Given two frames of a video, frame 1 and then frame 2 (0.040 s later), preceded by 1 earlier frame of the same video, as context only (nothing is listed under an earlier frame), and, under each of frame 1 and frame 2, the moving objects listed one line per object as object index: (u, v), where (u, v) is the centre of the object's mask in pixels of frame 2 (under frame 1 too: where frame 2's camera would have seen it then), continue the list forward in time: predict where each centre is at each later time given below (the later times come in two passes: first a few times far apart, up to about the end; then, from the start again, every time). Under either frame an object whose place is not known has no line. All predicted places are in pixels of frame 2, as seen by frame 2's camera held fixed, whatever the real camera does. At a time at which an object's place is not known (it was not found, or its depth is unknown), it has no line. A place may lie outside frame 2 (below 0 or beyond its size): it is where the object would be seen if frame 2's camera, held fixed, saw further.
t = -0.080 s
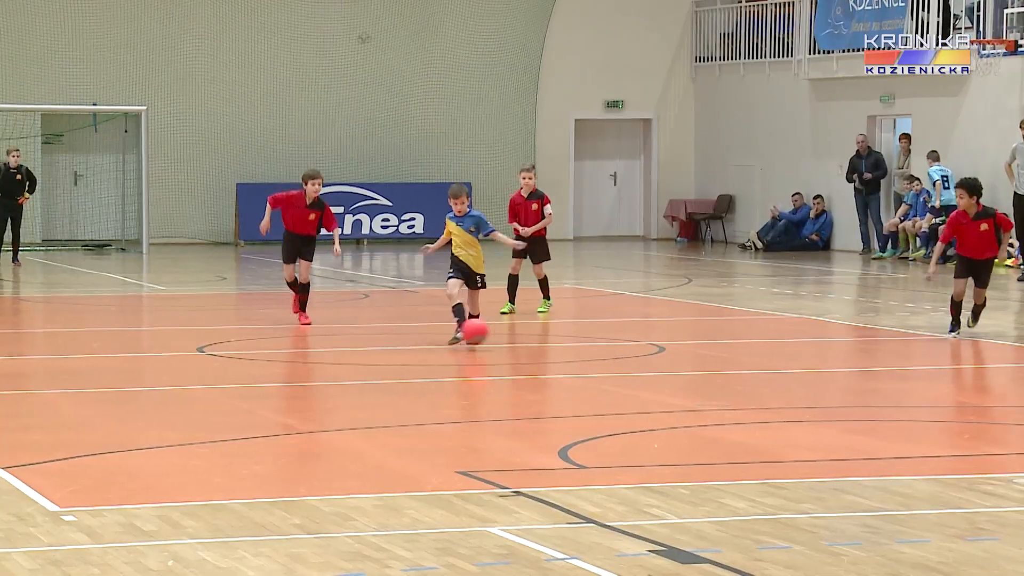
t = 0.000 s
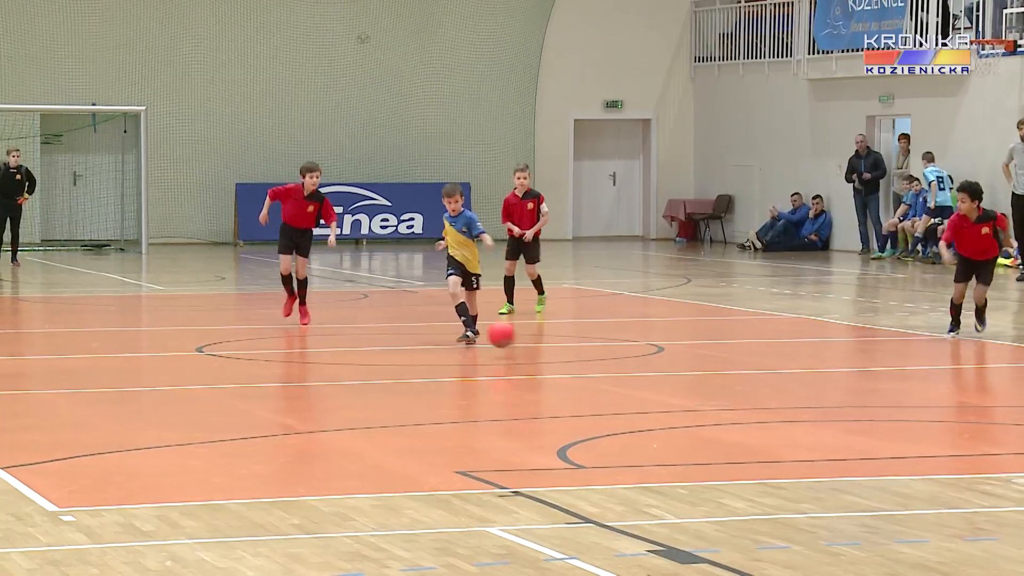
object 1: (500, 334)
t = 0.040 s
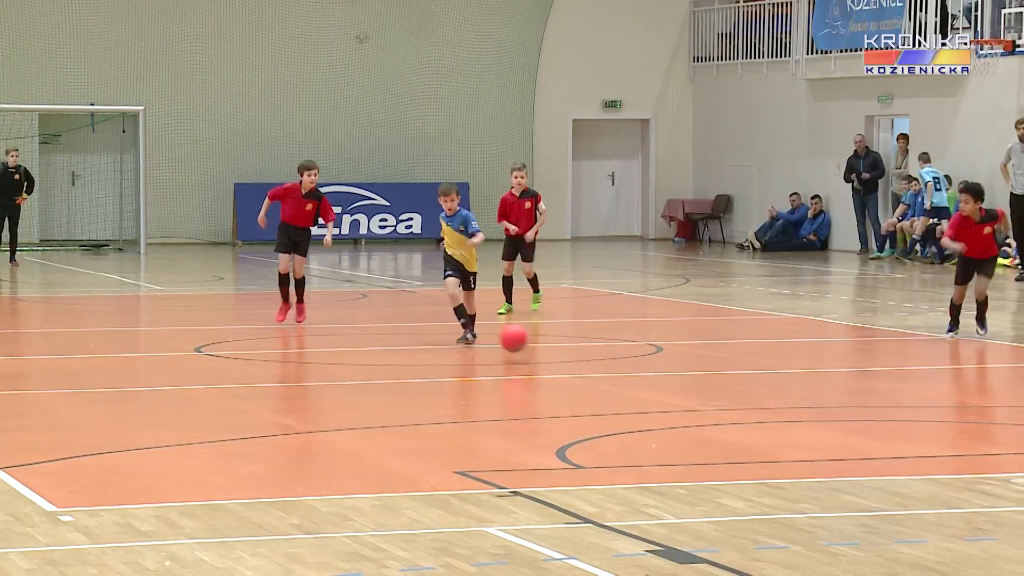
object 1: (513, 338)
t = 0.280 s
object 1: (593, 358)
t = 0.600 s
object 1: (697, 392)
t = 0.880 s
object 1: (786, 409)
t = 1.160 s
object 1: (890, 441)
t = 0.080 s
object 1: (528, 344)
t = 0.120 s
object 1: (542, 353)
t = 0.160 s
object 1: (555, 354)
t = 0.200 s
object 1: (568, 353)
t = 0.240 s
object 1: (580, 354)
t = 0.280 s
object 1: (593, 358)
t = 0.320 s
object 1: (607, 364)
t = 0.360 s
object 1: (621, 373)
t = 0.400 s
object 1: (633, 373)
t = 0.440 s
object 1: (645, 371)
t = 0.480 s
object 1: (658, 373)
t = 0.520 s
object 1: (671, 377)
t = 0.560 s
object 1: (684, 384)
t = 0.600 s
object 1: (697, 392)
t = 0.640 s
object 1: (709, 390)
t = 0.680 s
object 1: (721, 391)
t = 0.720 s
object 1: (733, 393)
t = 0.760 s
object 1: (746, 399)
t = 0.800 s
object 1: (759, 409)
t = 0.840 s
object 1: (772, 408)
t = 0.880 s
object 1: (786, 409)
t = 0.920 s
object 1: (800, 412)
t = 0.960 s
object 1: (814, 418)
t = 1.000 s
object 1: (828, 427)
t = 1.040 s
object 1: (843, 427)
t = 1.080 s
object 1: (858, 429)
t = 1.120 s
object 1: (874, 433)
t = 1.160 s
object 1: (890, 441)
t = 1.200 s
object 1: (907, 447)
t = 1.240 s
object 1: (924, 447)
